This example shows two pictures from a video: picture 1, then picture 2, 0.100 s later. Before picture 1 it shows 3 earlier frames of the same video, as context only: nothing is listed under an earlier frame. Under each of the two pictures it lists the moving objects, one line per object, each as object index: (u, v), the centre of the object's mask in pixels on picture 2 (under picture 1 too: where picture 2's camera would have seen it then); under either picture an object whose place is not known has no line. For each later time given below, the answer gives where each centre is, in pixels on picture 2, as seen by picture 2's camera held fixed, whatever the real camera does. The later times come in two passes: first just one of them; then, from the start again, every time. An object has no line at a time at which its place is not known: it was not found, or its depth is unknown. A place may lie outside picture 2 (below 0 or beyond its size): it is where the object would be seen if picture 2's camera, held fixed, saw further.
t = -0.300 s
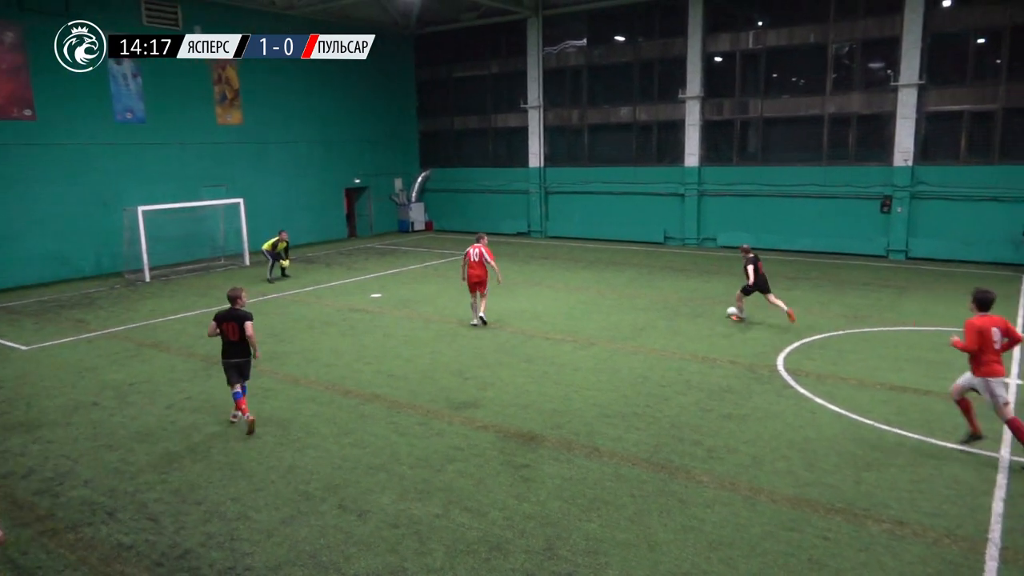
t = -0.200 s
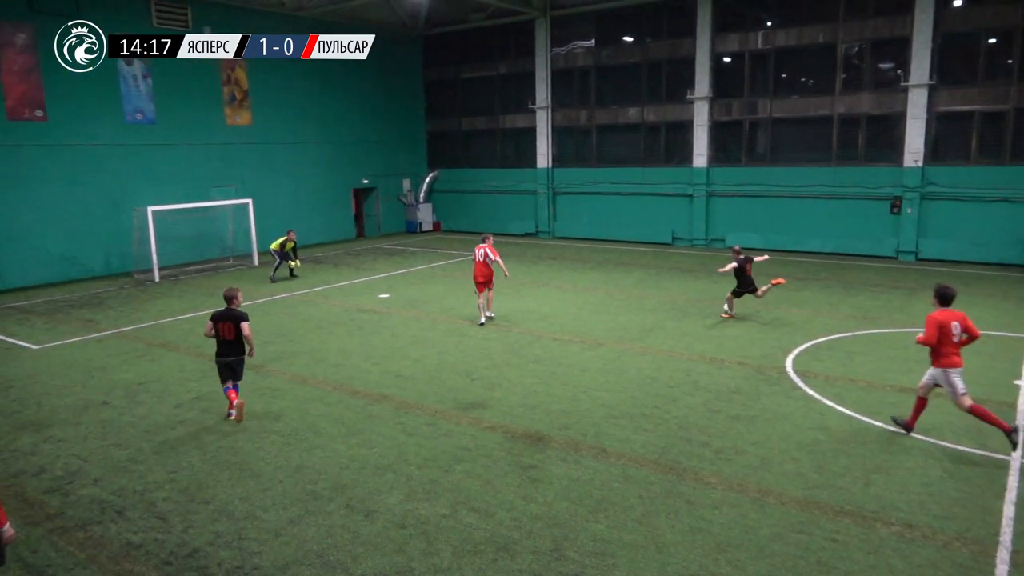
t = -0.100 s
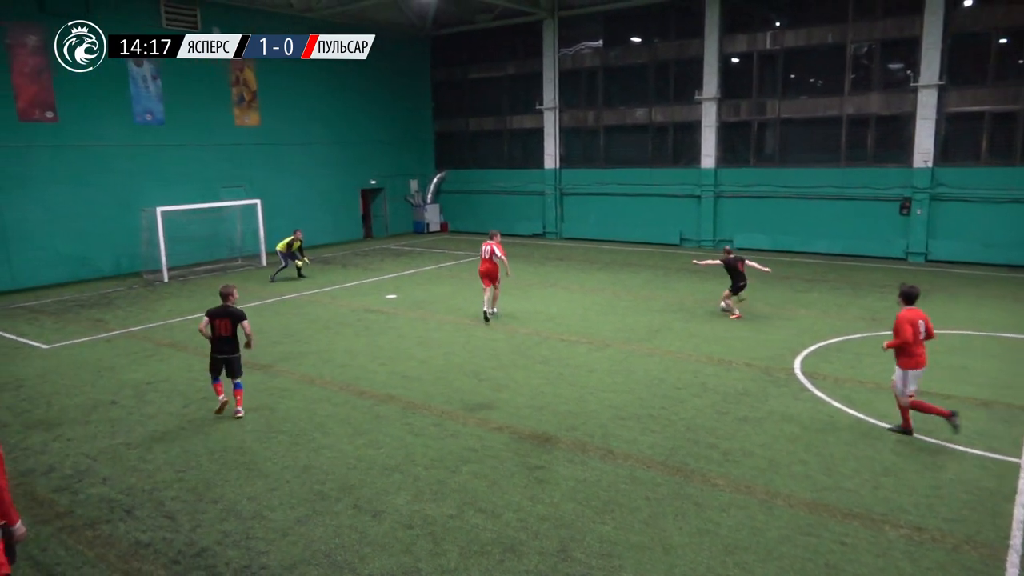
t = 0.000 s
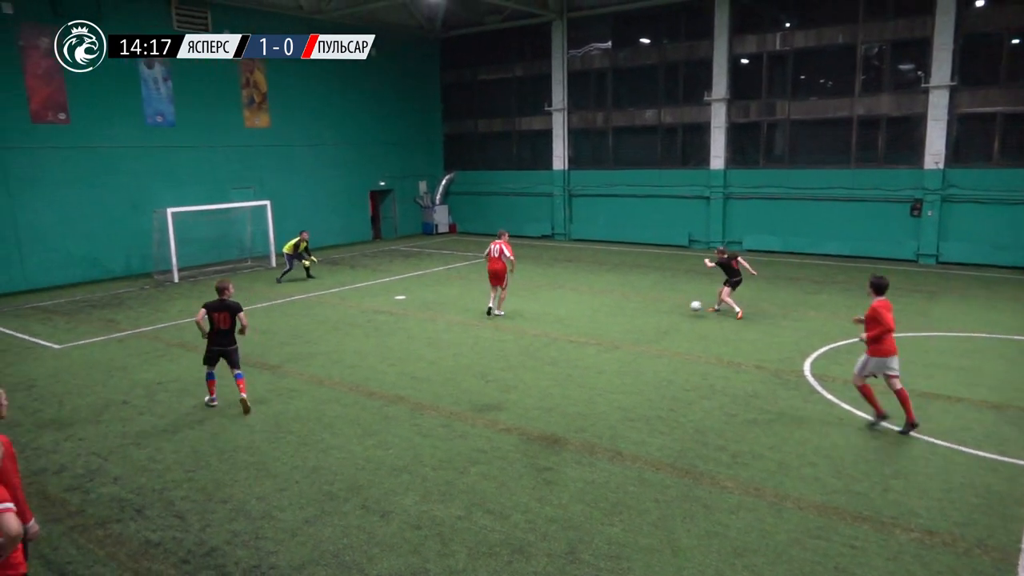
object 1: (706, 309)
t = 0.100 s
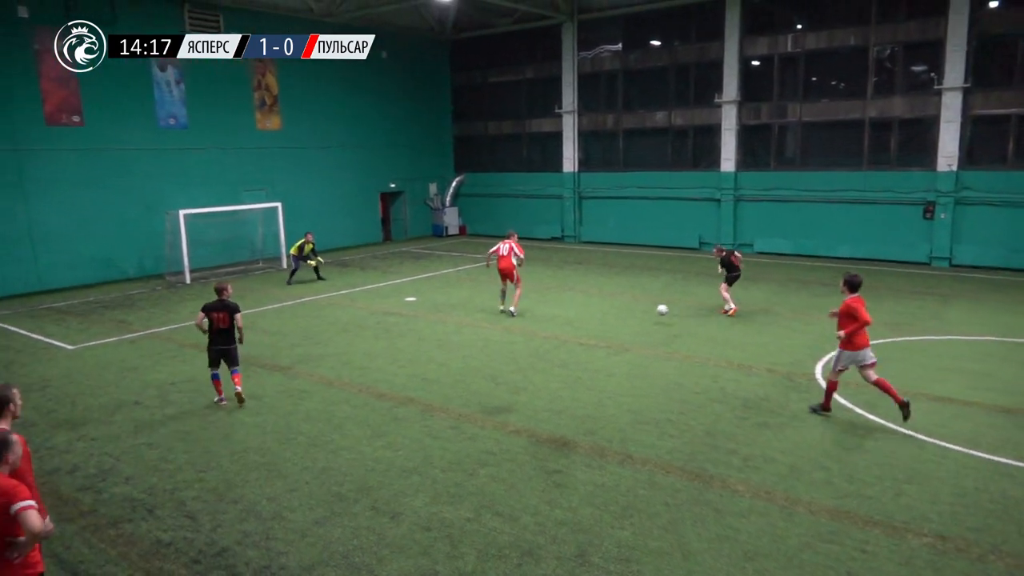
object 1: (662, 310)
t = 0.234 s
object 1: (598, 321)
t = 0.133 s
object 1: (644, 312)
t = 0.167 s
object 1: (630, 314)
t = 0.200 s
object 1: (617, 317)
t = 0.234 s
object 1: (598, 321)
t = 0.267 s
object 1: (584, 327)
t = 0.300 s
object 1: (571, 329)
